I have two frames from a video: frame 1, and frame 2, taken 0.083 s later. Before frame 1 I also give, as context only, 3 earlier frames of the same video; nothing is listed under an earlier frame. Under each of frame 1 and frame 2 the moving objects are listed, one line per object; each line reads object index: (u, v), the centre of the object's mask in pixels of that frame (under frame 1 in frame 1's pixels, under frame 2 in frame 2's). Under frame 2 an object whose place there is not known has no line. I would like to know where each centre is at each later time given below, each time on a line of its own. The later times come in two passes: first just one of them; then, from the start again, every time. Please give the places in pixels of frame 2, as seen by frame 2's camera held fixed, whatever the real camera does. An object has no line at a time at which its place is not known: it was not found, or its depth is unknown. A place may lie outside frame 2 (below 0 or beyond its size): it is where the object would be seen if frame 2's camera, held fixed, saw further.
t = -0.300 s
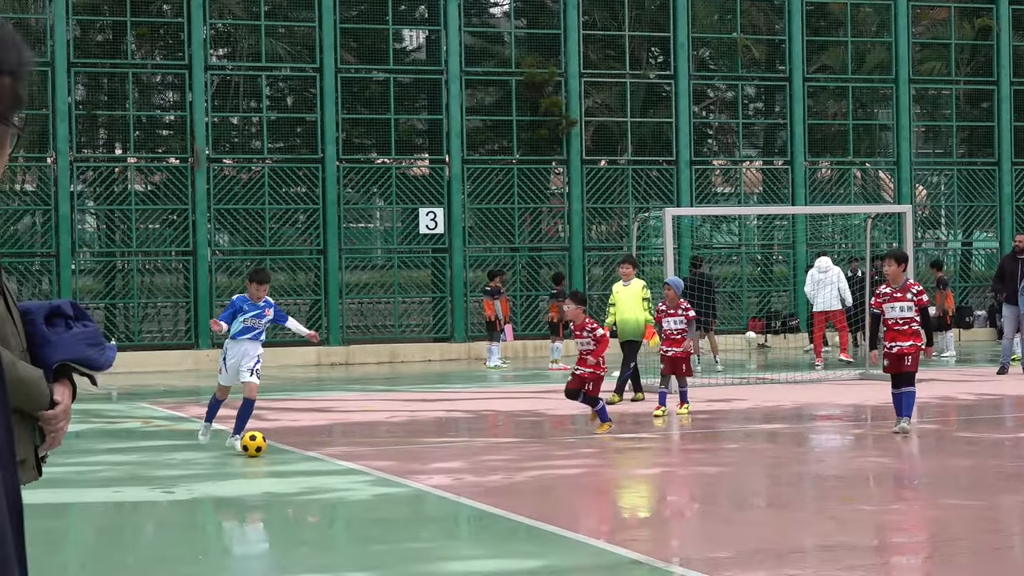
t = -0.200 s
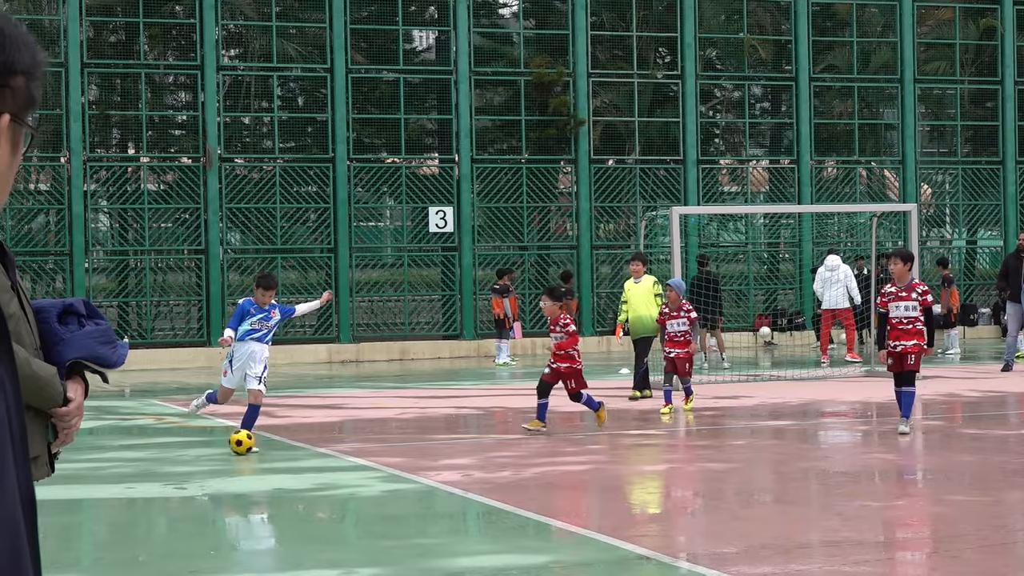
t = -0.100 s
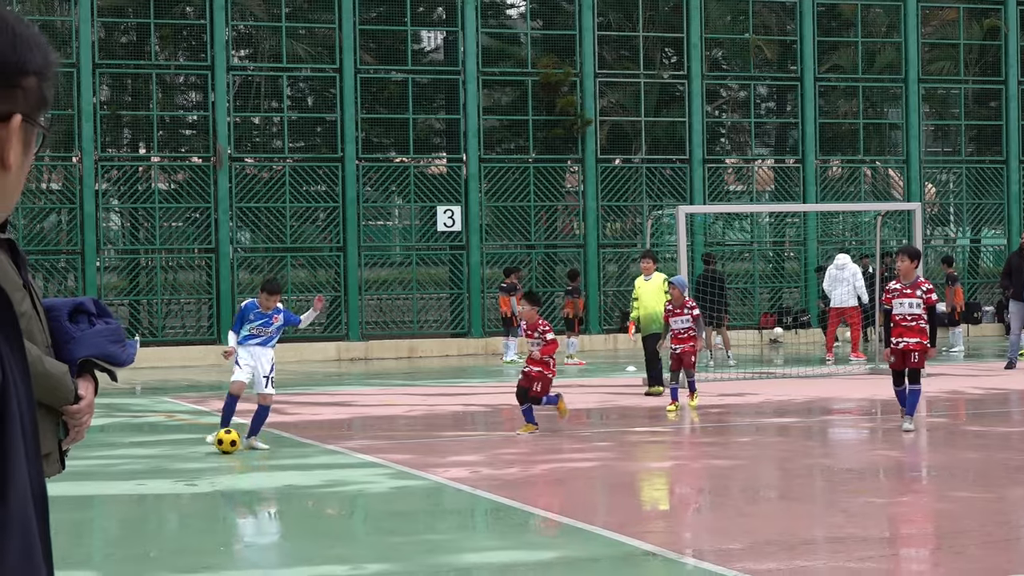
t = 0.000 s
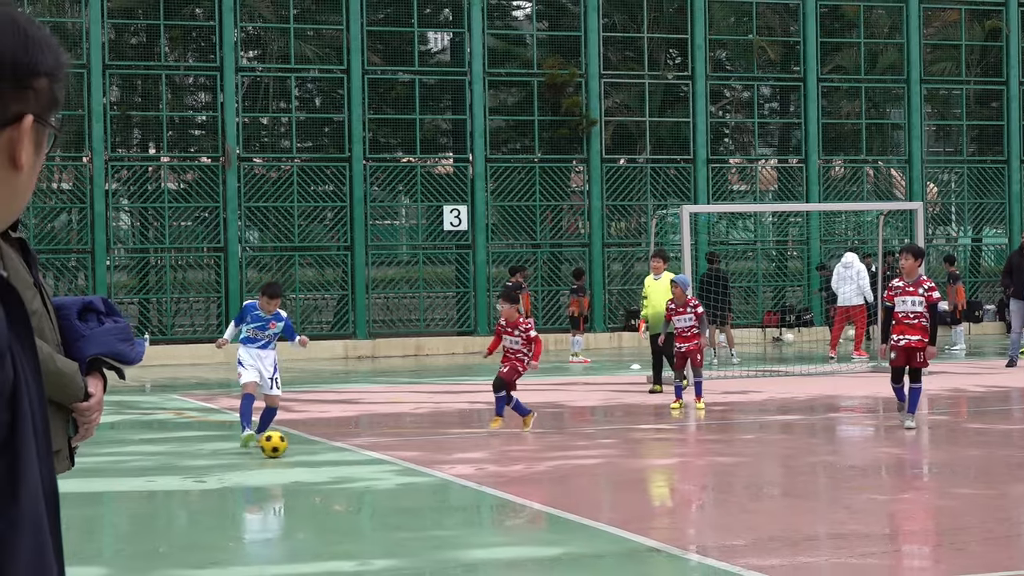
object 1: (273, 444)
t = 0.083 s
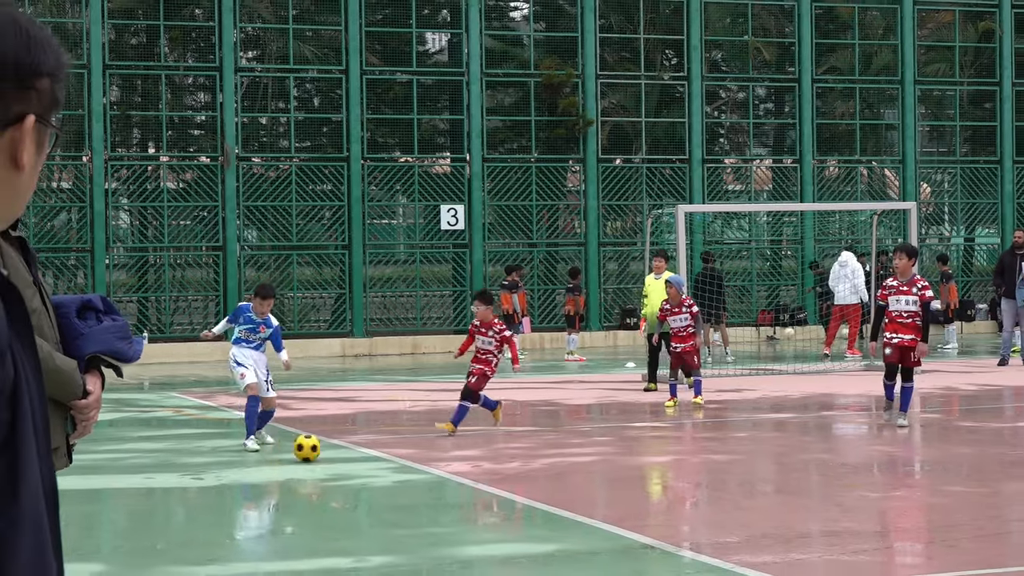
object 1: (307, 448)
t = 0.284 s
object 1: (395, 463)
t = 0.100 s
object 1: (314, 449)
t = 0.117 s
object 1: (322, 451)
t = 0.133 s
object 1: (329, 451)
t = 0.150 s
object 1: (337, 453)
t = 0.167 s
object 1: (344, 454)
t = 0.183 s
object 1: (351, 455)
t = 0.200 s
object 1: (358, 456)
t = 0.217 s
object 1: (366, 458)
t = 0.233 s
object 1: (373, 459)
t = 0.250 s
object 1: (381, 460)
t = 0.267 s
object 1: (388, 462)
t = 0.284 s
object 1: (395, 463)
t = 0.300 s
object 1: (403, 464)
